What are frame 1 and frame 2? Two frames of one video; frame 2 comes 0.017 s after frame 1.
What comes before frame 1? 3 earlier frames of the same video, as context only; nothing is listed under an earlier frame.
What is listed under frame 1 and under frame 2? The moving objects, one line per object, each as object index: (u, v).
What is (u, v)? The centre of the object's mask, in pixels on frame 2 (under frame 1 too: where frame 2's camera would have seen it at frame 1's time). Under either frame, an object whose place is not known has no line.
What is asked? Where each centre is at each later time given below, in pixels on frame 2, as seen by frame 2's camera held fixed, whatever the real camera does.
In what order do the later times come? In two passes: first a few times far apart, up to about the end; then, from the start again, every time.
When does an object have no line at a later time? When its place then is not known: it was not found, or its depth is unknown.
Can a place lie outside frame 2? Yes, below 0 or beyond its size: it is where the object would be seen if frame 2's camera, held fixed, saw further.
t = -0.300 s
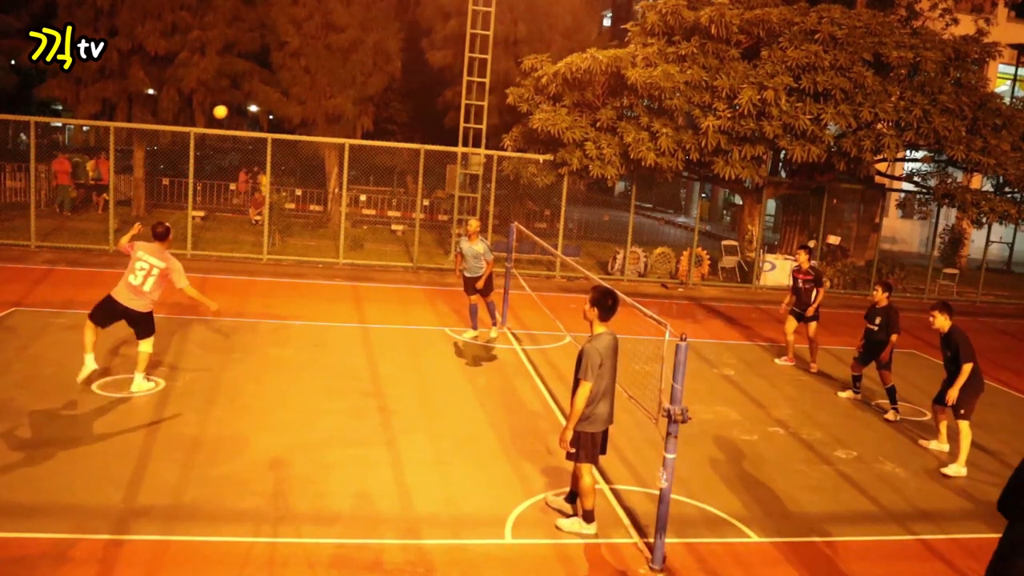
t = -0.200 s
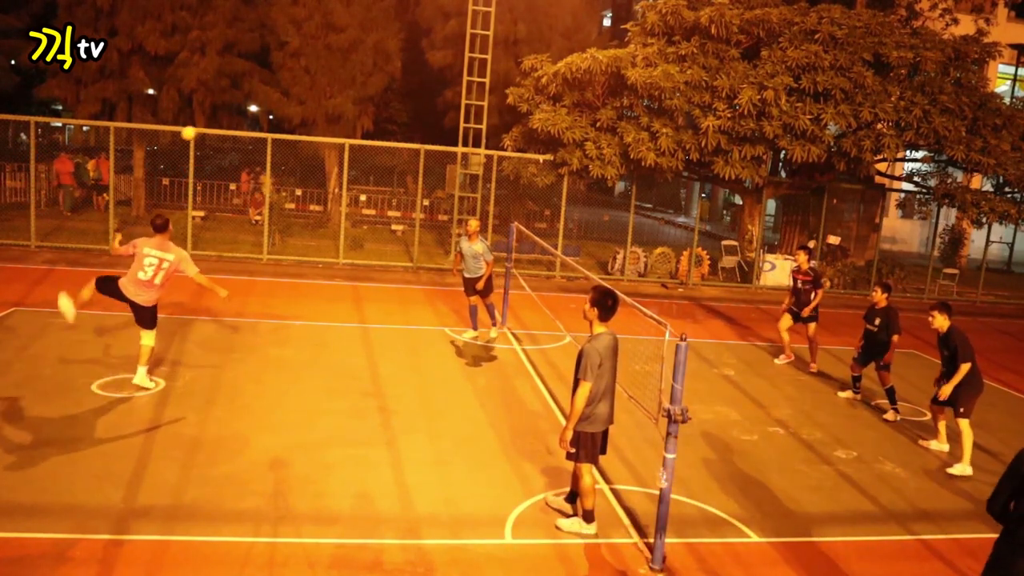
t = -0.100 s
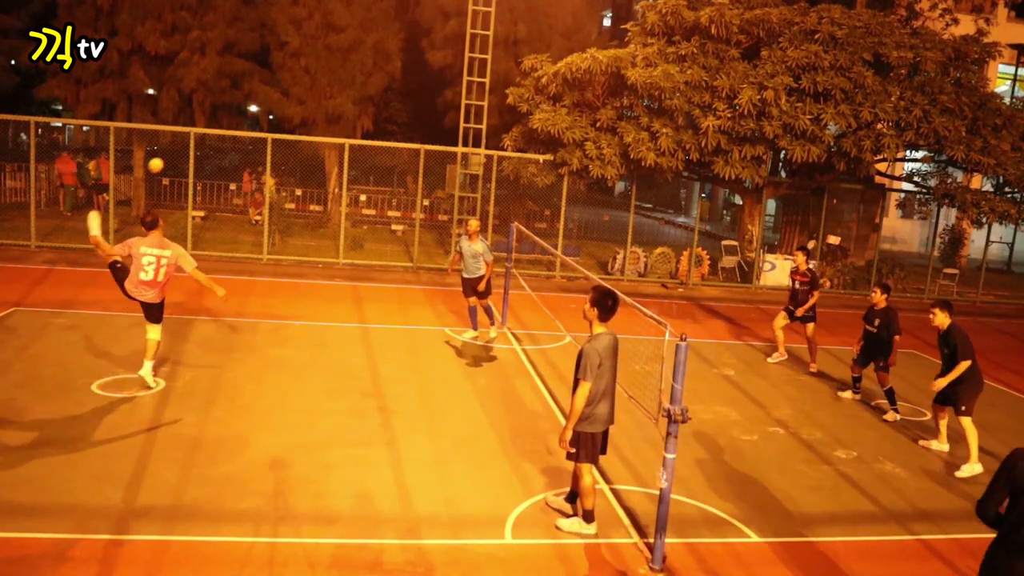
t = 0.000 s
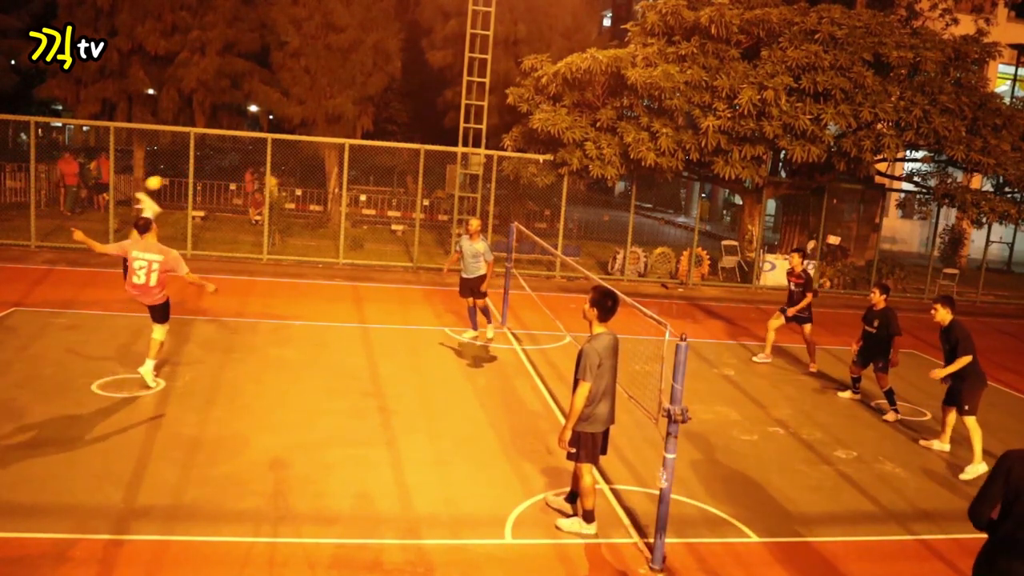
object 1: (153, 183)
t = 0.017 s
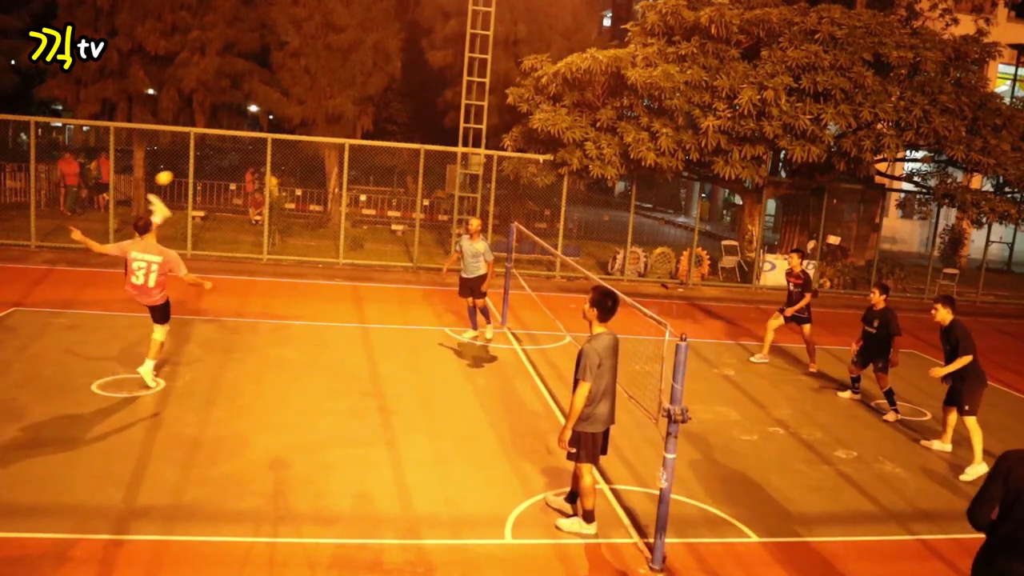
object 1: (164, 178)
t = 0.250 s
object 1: (305, 139)
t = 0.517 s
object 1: (451, 159)
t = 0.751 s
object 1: (562, 228)
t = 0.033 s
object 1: (174, 173)
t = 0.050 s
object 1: (184, 168)
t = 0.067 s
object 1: (196, 164)
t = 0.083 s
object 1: (205, 161)
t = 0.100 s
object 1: (215, 158)
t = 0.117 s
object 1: (225, 154)
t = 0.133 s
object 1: (235, 151)
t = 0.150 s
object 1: (245, 149)
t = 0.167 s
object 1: (255, 146)
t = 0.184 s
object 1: (265, 144)
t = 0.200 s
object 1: (276, 142)
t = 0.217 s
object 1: (285, 141)
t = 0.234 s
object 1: (295, 140)
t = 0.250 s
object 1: (305, 139)
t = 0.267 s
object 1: (314, 138)
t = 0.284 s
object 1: (323, 138)
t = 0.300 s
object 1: (333, 137)
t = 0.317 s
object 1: (343, 137)
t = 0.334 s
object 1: (352, 137)
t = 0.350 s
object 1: (361, 138)
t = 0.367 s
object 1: (371, 139)
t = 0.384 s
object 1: (379, 140)
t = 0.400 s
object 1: (389, 142)
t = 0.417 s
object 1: (398, 144)
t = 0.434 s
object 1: (407, 146)
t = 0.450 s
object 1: (415, 148)
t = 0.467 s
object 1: (425, 150)
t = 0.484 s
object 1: (433, 153)
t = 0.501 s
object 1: (442, 156)
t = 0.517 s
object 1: (451, 159)
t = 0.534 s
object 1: (459, 163)
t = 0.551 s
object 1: (468, 166)
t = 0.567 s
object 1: (476, 170)
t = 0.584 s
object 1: (484, 174)
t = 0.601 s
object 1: (493, 179)
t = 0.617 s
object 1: (501, 184)
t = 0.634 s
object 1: (509, 188)
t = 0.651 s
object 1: (516, 194)
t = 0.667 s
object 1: (524, 199)
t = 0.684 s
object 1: (532, 204)
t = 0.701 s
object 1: (540, 210)
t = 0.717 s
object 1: (547, 216)
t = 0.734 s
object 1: (554, 222)
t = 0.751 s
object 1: (562, 228)
